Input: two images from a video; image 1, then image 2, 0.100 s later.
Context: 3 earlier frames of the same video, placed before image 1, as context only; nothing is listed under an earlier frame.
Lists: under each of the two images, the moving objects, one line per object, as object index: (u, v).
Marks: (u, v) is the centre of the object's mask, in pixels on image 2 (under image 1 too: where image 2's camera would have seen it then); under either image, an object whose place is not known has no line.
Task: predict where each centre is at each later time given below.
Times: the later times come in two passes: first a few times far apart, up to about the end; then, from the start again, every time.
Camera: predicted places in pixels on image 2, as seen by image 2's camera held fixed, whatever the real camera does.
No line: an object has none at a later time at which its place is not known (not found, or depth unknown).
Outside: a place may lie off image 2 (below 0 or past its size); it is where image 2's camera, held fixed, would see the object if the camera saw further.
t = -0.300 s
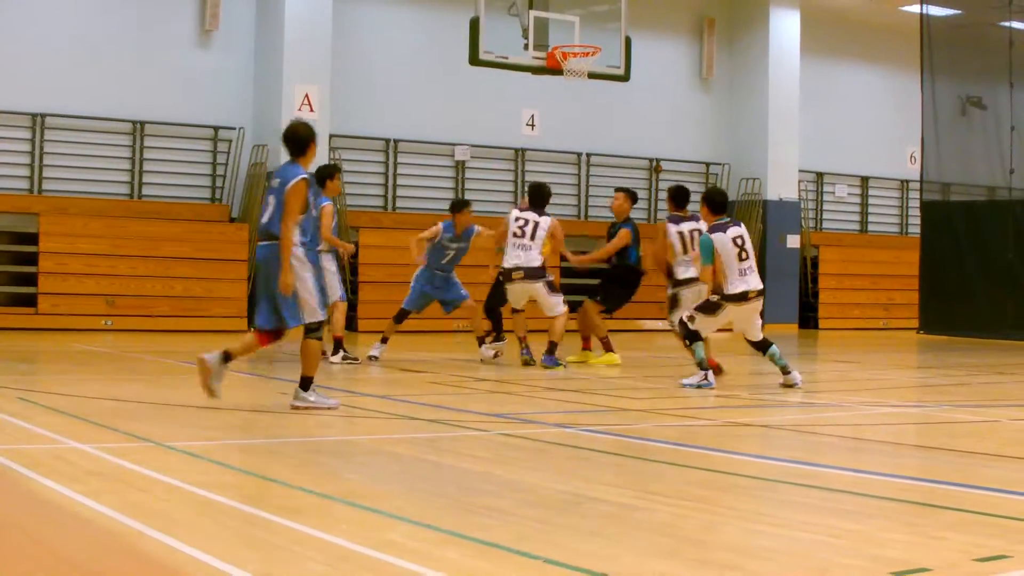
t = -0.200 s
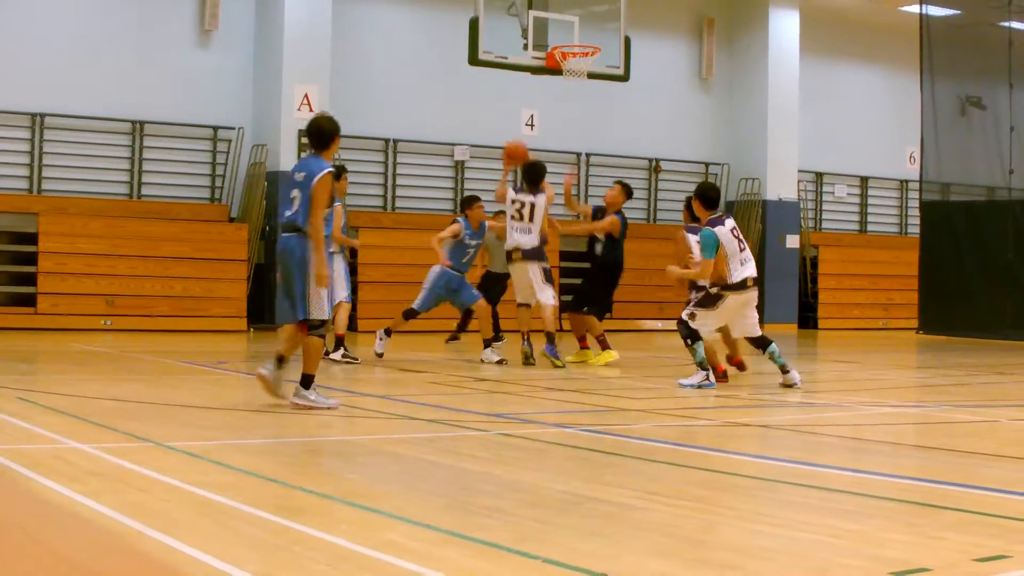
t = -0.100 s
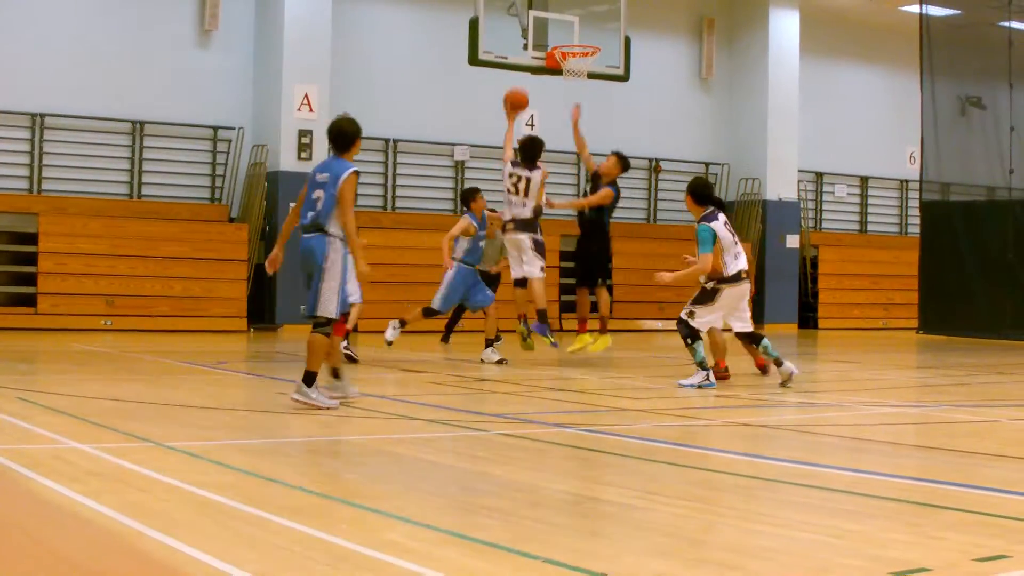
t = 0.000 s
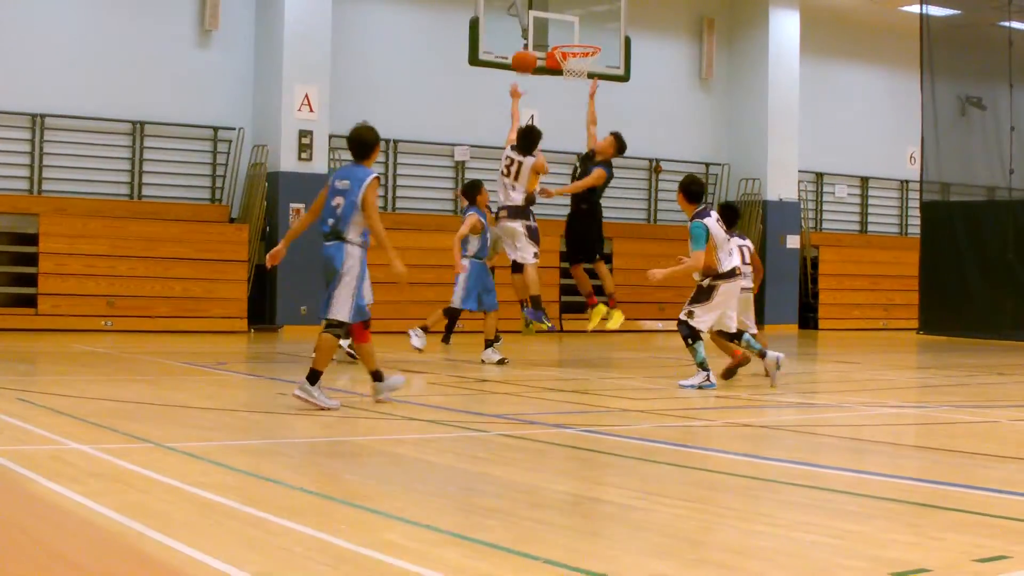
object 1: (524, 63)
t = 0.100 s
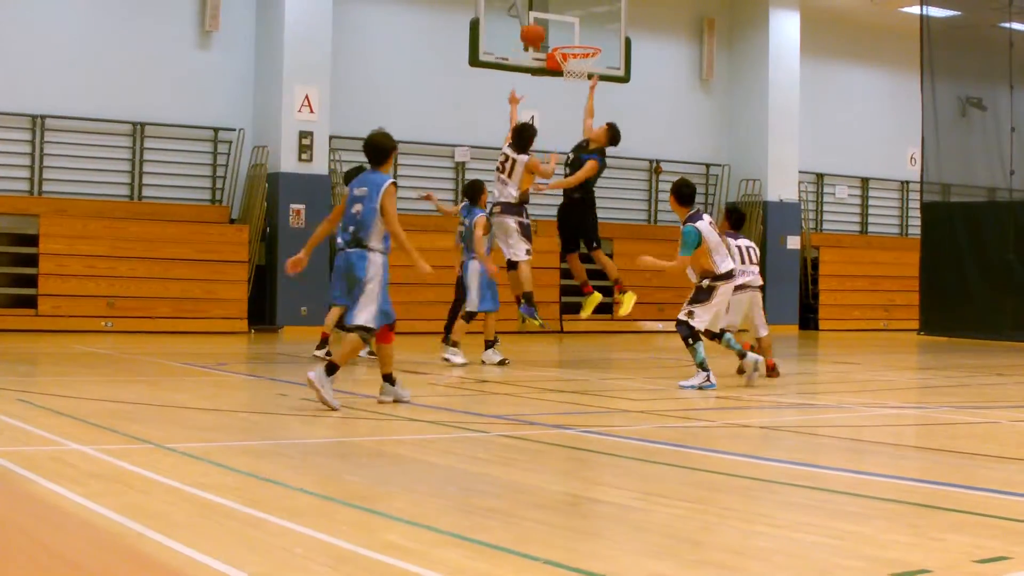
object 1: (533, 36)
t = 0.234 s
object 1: (549, 15)
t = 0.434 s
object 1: (591, 20)
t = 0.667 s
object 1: (641, 76)
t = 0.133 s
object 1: (534, 29)
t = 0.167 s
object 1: (537, 23)
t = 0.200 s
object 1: (541, 19)
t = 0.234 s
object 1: (549, 15)
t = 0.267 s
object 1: (556, 13)
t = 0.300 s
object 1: (563, 13)
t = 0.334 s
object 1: (569, 13)
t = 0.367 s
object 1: (577, 14)
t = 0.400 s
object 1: (584, 16)
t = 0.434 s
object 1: (591, 20)
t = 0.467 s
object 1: (597, 24)
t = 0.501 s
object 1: (605, 30)
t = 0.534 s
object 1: (612, 37)
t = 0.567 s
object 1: (620, 45)
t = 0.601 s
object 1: (626, 54)
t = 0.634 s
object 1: (634, 64)
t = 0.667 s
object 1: (641, 76)
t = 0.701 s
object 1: (648, 89)
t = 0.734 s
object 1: (655, 103)
